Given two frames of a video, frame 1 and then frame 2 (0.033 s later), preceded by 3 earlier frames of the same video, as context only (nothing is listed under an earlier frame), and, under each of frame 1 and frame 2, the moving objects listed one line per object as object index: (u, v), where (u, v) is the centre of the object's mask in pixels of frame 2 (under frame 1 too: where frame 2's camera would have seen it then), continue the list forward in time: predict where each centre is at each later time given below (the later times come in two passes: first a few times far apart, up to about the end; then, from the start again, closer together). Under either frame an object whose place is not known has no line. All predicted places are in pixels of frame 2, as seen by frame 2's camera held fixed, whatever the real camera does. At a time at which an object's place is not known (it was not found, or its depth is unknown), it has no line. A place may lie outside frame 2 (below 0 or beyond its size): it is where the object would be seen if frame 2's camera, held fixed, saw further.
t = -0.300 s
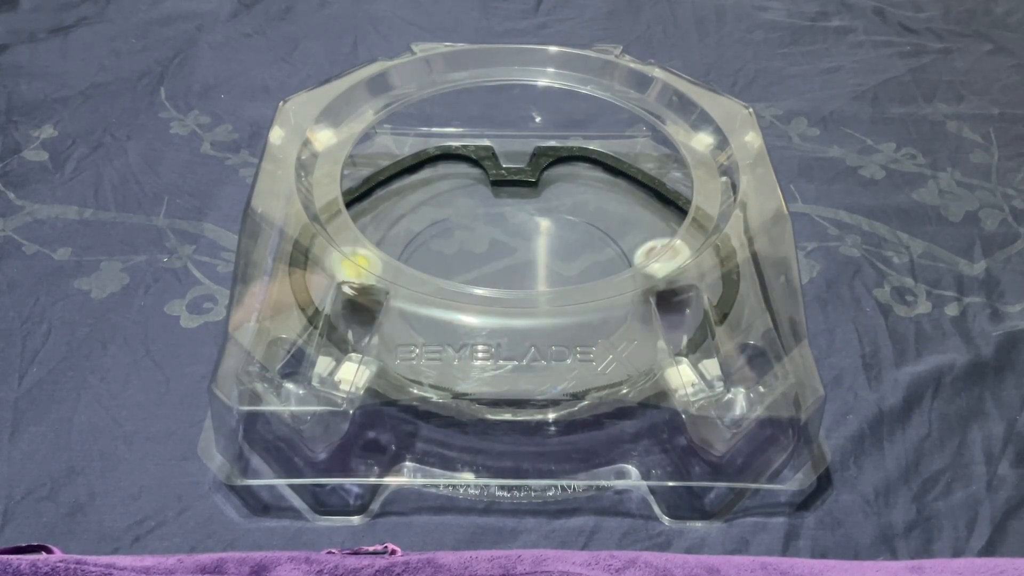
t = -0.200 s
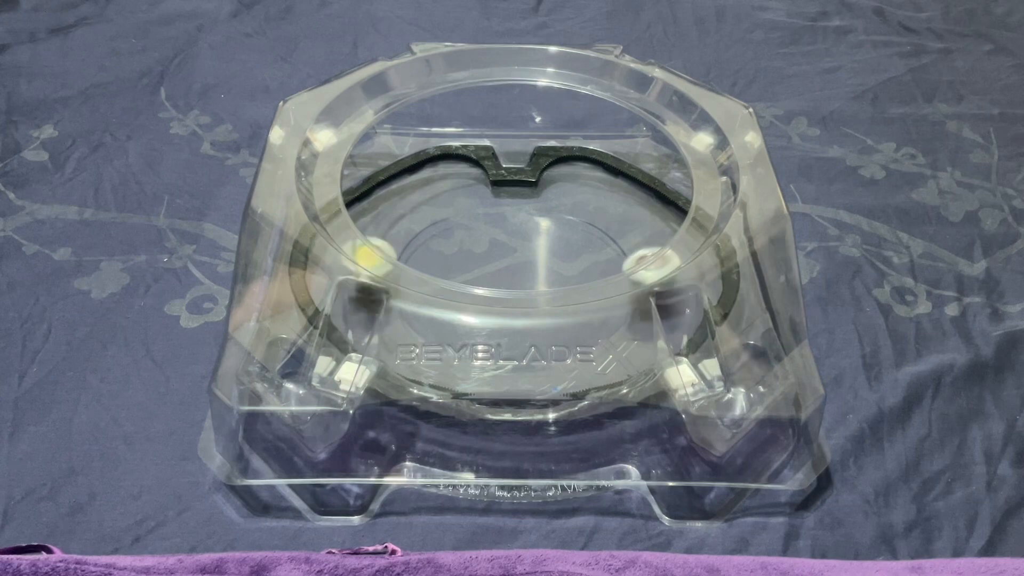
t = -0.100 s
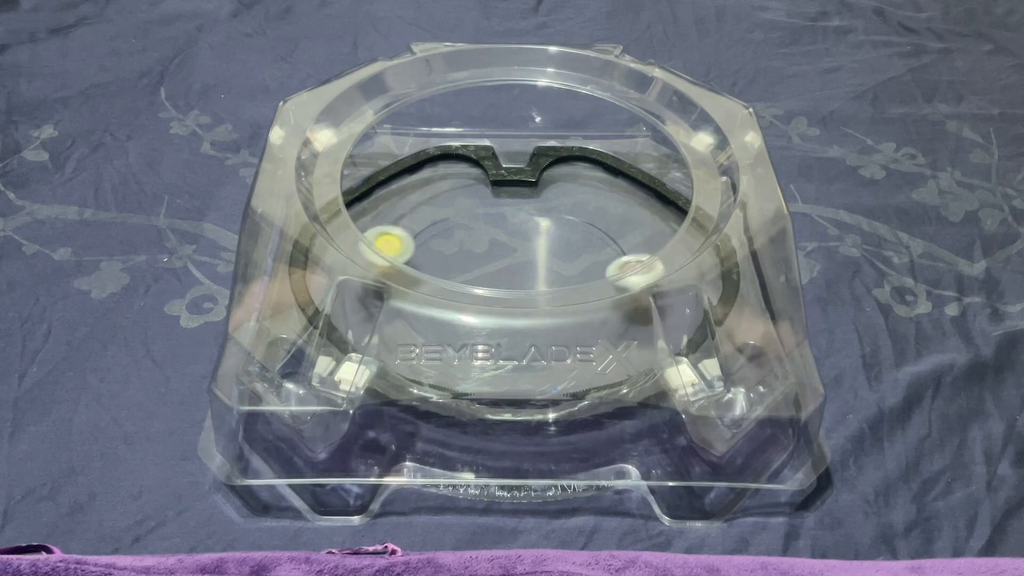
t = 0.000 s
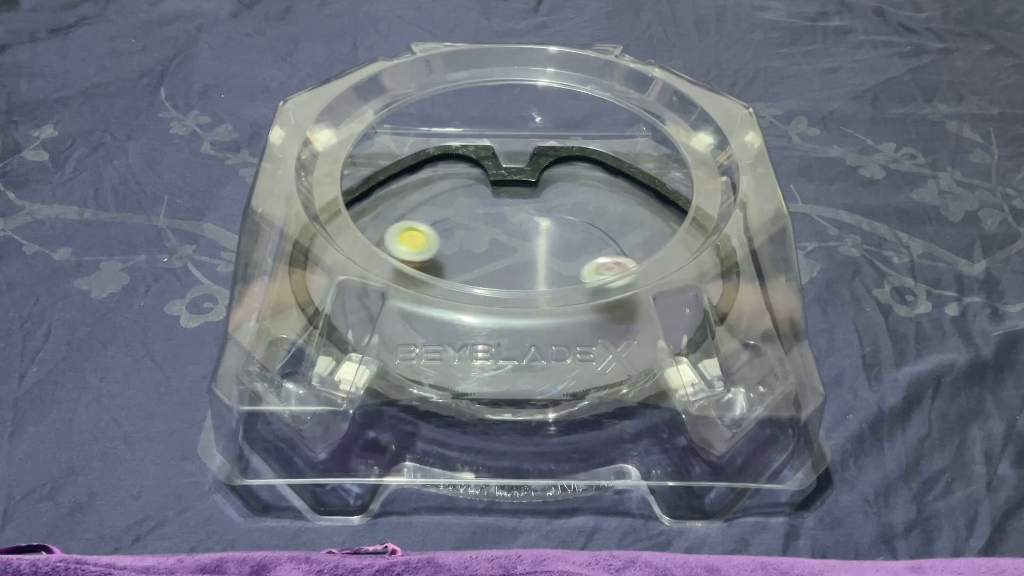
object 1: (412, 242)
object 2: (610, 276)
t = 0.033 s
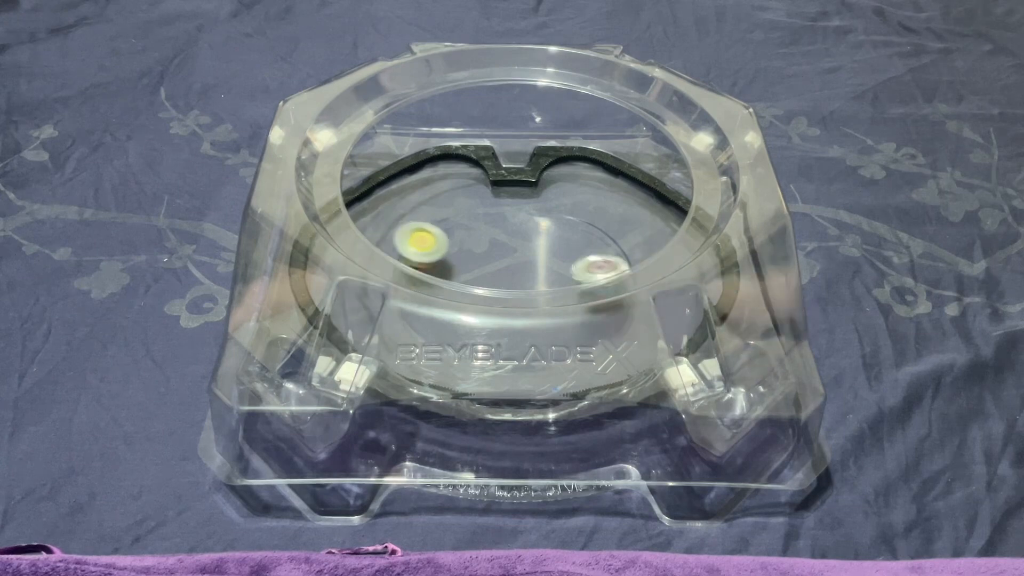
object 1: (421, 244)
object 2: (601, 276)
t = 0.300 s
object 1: (475, 224)
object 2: (559, 262)
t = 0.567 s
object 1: (478, 224)
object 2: (579, 261)
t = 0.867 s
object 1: (451, 242)
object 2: (634, 243)
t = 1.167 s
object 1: (474, 286)
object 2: (665, 255)
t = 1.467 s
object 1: (530, 286)
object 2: (663, 283)
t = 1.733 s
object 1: (527, 257)
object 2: (612, 283)
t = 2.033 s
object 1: (501, 240)
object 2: (560, 259)
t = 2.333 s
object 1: (489, 247)
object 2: (545, 219)
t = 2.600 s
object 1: (514, 258)
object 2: (542, 210)
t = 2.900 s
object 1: (529, 279)
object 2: (548, 200)
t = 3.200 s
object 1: (551, 309)
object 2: (532, 214)
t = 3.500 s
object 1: (529, 291)
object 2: (498, 244)
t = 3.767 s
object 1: (517, 288)
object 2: (459, 233)
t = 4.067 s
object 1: (507, 263)
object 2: (460, 227)
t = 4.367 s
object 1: (591, 307)
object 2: (462, 174)
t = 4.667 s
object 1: (605, 276)
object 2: (476, 203)
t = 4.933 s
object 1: (563, 271)
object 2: (465, 245)
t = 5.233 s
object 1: (511, 267)
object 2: (442, 260)
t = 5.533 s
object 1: (597, 260)
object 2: (382, 241)
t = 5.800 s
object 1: (685, 248)
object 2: (387, 226)
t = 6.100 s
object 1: (630, 227)
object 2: (436, 256)
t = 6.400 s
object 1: (533, 261)
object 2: (468, 282)
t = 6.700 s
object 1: (464, 252)
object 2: (459, 288)
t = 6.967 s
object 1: (441, 229)
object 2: (480, 284)
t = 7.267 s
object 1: (481, 222)
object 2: (514, 288)
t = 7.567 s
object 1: (538, 253)
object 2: (523, 295)
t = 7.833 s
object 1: (619, 249)
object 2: (443, 297)
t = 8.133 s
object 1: (560, 251)
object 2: (481, 279)
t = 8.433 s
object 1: (545, 203)
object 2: (502, 301)
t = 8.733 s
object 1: (536, 202)
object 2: (557, 280)
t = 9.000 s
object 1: (535, 232)
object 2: (534, 272)
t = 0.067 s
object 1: (431, 245)
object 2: (592, 273)
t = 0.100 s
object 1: (441, 248)
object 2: (580, 267)
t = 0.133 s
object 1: (451, 249)
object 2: (571, 268)
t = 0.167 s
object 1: (462, 250)
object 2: (563, 267)
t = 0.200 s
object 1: (473, 251)
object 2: (553, 267)
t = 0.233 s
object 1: (484, 251)
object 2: (545, 266)
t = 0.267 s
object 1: (484, 244)
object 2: (548, 262)
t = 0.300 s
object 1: (475, 224)
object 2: (559, 262)
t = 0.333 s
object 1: (466, 214)
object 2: (573, 273)
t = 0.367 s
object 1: (459, 215)
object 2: (580, 273)
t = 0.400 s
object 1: (457, 210)
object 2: (585, 274)
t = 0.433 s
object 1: (457, 210)
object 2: (586, 274)
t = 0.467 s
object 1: (460, 210)
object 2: (585, 274)
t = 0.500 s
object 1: (464, 214)
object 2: (583, 272)
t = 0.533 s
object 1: (470, 220)
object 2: (582, 269)
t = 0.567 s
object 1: (478, 224)
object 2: (579, 261)
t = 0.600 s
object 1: (485, 230)
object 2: (578, 257)
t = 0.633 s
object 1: (493, 235)
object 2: (576, 255)
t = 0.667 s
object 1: (501, 240)
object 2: (574, 251)
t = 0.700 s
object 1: (508, 245)
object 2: (572, 249)
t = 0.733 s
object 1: (510, 247)
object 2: (577, 248)
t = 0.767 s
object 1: (490, 243)
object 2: (599, 245)
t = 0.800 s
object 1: (473, 241)
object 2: (619, 244)
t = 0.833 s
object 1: (460, 241)
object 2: (632, 242)
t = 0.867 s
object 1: (451, 242)
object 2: (634, 243)
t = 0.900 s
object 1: (447, 244)
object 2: (637, 244)
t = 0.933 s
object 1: (445, 250)
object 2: (639, 244)
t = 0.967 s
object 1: (447, 255)
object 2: (642, 244)
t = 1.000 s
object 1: (451, 260)
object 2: (646, 245)
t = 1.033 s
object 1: (455, 265)
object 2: (651, 247)
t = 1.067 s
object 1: (459, 270)
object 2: (656, 249)
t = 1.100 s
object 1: (464, 273)
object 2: (659, 250)
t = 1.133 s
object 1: (468, 282)
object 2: (662, 252)
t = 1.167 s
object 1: (474, 286)
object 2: (665, 255)
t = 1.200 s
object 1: (480, 290)
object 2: (668, 260)
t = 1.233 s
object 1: (487, 290)
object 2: (671, 263)
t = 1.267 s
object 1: (494, 292)
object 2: (671, 266)
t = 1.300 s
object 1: (501, 292)
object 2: (671, 269)
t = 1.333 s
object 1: (508, 294)
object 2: (670, 271)
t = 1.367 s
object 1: (514, 294)
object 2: (669, 273)
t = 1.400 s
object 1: (521, 290)
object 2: (667, 275)
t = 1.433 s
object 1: (526, 289)
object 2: (664, 279)
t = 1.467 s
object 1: (530, 286)
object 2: (663, 283)
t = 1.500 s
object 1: (533, 280)
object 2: (659, 284)
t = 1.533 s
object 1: (535, 277)
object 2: (653, 285)
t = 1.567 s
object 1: (535, 272)
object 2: (647, 286)
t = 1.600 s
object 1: (534, 269)
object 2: (641, 287)
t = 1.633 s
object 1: (532, 266)
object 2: (635, 287)
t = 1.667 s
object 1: (531, 264)
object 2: (627, 284)
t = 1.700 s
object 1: (529, 261)
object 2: (618, 284)
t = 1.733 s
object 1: (527, 257)
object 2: (612, 283)
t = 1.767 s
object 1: (524, 253)
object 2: (605, 283)
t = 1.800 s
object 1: (521, 252)
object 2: (596, 279)
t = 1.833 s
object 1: (519, 249)
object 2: (590, 276)
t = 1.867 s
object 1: (517, 248)
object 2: (583, 276)
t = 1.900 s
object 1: (514, 245)
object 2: (577, 274)
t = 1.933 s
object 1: (512, 244)
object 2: (569, 266)
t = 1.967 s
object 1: (510, 244)
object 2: (563, 264)
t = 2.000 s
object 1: (507, 242)
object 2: (560, 261)
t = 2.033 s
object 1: (501, 240)
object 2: (560, 259)
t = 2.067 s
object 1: (496, 239)
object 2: (557, 250)
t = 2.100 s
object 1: (493, 239)
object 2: (555, 246)
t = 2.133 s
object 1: (491, 239)
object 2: (552, 241)
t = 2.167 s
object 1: (489, 239)
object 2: (550, 237)
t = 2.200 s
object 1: (488, 241)
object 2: (549, 233)
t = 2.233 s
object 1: (487, 242)
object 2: (548, 230)
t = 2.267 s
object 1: (487, 243)
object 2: (546, 227)
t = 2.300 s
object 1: (488, 245)
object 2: (545, 224)
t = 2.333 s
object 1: (489, 247)
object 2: (545, 219)
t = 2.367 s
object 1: (490, 249)
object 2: (544, 217)
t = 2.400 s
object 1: (493, 251)
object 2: (544, 214)
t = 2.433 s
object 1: (495, 252)
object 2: (543, 213)
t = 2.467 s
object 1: (499, 255)
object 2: (543, 211)
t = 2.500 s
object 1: (502, 256)
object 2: (542, 211)
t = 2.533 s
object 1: (506, 257)
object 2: (542, 209)
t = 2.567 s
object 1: (510, 258)
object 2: (542, 210)
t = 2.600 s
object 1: (514, 258)
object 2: (542, 210)
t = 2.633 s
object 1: (517, 259)
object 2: (542, 211)
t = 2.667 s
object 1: (521, 259)
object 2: (541, 212)
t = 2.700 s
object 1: (525, 259)
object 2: (541, 213)
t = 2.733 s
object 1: (528, 259)
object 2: (541, 214)
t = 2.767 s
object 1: (531, 259)
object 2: (541, 216)
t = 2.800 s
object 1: (534, 259)
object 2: (541, 218)
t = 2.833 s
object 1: (534, 264)
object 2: (542, 216)
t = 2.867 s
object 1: (530, 275)
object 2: (546, 206)
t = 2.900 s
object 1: (529, 279)
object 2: (548, 200)
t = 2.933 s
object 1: (528, 290)
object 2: (549, 198)
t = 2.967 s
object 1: (526, 296)
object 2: (549, 199)
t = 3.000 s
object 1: (527, 299)
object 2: (547, 200)
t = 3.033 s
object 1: (530, 300)
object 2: (545, 202)
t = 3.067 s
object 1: (535, 304)
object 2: (542, 204)
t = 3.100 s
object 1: (541, 306)
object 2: (540, 206)
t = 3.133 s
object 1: (545, 308)
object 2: (537, 208)
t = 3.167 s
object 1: (549, 308)
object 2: (535, 211)
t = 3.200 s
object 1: (551, 309)
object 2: (532, 214)
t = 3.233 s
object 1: (553, 309)
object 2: (529, 218)
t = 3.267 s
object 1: (553, 308)
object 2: (526, 222)
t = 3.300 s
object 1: (551, 307)
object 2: (522, 226)
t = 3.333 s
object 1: (549, 307)
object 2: (518, 229)
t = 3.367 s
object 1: (546, 303)
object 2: (515, 233)
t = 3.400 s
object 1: (543, 304)
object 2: (510, 235)
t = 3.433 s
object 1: (537, 292)
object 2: (506, 239)
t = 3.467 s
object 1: (533, 289)
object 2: (502, 241)
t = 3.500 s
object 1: (529, 291)
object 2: (498, 244)
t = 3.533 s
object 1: (525, 287)
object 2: (495, 247)
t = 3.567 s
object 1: (521, 285)
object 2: (491, 249)
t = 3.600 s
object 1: (519, 285)
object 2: (485, 248)
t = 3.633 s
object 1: (521, 287)
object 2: (477, 242)
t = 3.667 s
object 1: (521, 288)
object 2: (470, 238)
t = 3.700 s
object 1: (520, 288)
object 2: (466, 237)
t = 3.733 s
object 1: (519, 288)
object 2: (463, 235)
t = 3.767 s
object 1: (517, 288)
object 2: (459, 233)
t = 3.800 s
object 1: (516, 286)
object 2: (456, 233)
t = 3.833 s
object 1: (514, 284)
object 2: (455, 232)
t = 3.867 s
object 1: (513, 277)
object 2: (454, 231)
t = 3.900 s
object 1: (511, 273)
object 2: (454, 230)
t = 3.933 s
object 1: (510, 271)
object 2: (454, 229)
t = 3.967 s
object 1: (510, 269)
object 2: (455, 229)
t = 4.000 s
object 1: (509, 267)
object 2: (456, 228)
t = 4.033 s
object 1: (508, 265)
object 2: (458, 227)
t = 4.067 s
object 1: (507, 263)
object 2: (460, 227)
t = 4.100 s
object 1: (506, 259)
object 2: (463, 227)
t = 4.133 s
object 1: (506, 257)
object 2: (465, 227)
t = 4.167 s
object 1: (511, 258)
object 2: (464, 222)
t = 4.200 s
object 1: (526, 271)
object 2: (459, 204)
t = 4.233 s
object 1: (542, 286)
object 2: (454, 194)
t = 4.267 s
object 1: (558, 298)
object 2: (453, 186)
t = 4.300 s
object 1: (571, 304)
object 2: (454, 179)
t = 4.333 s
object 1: (581, 307)
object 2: (458, 175)
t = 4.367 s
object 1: (591, 307)
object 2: (462, 174)
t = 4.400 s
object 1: (600, 306)
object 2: (466, 175)
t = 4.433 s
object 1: (608, 304)
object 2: (469, 176)
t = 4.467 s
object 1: (615, 301)
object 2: (471, 178)
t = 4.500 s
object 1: (617, 296)
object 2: (473, 181)
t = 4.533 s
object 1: (614, 290)
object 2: (475, 185)
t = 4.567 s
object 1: (612, 287)
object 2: (476, 189)
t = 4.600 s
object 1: (609, 281)
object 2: (476, 193)
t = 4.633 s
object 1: (607, 278)
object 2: (476, 198)
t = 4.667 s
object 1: (605, 276)
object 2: (476, 203)
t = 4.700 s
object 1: (603, 274)
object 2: (475, 209)
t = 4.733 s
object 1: (596, 268)
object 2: (474, 214)
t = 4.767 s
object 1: (593, 270)
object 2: (473, 219)
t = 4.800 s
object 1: (588, 270)
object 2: (472, 225)
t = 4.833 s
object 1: (582, 271)
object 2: (471, 231)
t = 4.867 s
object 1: (575, 270)
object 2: (469, 236)
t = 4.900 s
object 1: (569, 270)
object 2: (467, 241)
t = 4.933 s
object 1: (563, 271)
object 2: (465, 245)
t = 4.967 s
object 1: (556, 271)
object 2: (462, 249)
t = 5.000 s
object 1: (549, 271)
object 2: (459, 250)
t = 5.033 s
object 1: (543, 271)
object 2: (457, 255)
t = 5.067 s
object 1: (536, 271)
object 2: (453, 257)
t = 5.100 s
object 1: (531, 271)
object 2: (451, 259)
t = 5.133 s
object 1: (524, 268)
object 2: (448, 259)
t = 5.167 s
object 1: (518, 268)
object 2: (446, 260)
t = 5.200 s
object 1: (514, 267)
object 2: (444, 260)
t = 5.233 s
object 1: (511, 267)
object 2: (442, 260)
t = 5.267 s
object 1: (507, 264)
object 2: (441, 261)
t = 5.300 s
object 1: (504, 262)
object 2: (440, 260)
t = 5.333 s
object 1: (501, 261)
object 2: (439, 260)
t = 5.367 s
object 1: (497, 261)
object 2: (439, 260)
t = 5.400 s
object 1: (493, 261)
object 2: (440, 260)
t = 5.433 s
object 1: (506, 258)
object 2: (428, 258)
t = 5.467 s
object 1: (539, 263)
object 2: (408, 248)
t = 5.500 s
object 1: (571, 262)
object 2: (394, 242)
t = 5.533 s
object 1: (597, 260)
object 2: (382, 241)
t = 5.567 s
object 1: (619, 258)
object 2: (375, 236)
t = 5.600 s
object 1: (637, 257)
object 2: (373, 232)
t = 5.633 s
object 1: (646, 255)
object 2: (375, 230)
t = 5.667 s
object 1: (652, 254)
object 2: (379, 227)
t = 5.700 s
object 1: (659, 251)
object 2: (381, 227)
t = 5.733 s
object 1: (666, 247)
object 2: (383, 227)
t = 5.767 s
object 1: (674, 246)
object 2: (384, 227)
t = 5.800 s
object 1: (685, 248)
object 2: (387, 226)
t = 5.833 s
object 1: (692, 244)
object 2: (390, 227)
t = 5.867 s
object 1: (703, 243)
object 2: (394, 229)
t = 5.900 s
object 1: (711, 243)
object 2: (397, 230)
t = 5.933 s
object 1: (701, 241)
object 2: (402, 233)
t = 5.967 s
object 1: (683, 238)
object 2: (408, 238)
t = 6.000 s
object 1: (669, 233)
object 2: (414, 243)
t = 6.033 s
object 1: (654, 229)
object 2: (421, 247)
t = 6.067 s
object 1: (642, 230)
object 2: (429, 252)
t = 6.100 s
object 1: (630, 227)
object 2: (436, 256)
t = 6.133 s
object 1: (620, 226)
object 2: (442, 260)
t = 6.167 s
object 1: (611, 229)
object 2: (447, 266)
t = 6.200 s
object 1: (600, 233)
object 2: (455, 267)
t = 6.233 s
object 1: (590, 237)
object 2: (457, 273)
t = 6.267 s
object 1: (579, 242)
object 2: (461, 276)
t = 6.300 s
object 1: (568, 250)
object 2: (464, 278)
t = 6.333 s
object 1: (557, 254)
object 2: (466, 280)
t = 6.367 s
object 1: (544, 257)
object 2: (468, 282)
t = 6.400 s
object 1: (533, 261)
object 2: (468, 282)
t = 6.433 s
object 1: (520, 265)
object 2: (468, 283)
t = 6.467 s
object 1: (511, 266)
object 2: (470, 287)
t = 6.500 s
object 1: (500, 264)
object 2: (468, 287)
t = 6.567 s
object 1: (483, 260)
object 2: (463, 288)
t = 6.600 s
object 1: (478, 259)
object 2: (460, 289)
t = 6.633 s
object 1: (474, 257)
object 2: (459, 289)
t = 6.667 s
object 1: (469, 255)
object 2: (459, 288)
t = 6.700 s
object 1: (464, 252)
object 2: (459, 288)
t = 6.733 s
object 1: (459, 249)
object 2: (460, 287)
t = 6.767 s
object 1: (453, 247)
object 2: (462, 286)
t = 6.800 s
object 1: (449, 244)
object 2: (464, 286)
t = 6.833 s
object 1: (445, 242)
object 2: (466, 284)
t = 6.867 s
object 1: (442, 237)
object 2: (469, 284)
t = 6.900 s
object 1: (440, 234)
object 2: (473, 284)
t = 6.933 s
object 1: (440, 231)
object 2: (477, 284)
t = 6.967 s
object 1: (441, 229)
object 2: (480, 284)
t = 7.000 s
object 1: (442, 225)
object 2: (484, 284)
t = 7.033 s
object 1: (445, 223)
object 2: (488, 284)
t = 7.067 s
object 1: (449, 221)
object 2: (492, 284)
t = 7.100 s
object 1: (453, 220)
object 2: (496, 285)
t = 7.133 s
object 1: (457, 220)
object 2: (500, 285)
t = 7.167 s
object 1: (463, 219)
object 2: (503, 286)
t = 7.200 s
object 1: (468, 220)
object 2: (507, 288)
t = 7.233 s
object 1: (474, 220)
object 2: (510, 288)
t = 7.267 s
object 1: (481, 222)
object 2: (514, 288)
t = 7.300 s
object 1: (488, 224)
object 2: (517, 289)
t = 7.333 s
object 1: (494, 226)
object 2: (519, 290)
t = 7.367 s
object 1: (500, 228)
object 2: (521, 291)
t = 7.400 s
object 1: (508, 232)
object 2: (522, 293)
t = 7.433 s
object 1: (514, 236)
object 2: (523, 293)
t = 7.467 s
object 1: (522, 240)
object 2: (524, 293)
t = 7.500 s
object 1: (528, 244)
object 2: (524, 294)
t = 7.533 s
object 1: (534, 248)
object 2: (523, 295)
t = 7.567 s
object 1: (538, 253)
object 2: (523, 295)
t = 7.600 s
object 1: (543, 258)
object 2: (522, 295)
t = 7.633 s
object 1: (548, 262)
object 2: (521, 295)
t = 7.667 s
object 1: (551, 267)
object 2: (519, 295)
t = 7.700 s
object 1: (565, 268)
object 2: (511, 293)
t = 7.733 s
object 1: (582, 261)
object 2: (490, 295)
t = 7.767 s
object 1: (599, 257)
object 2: (470, 298)
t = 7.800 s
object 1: (611, 253)
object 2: (454, 297)
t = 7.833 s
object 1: (619, 249)
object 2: (443, 297)
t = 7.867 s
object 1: (622, 246)
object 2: (438, 303)
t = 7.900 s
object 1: (621, 246)
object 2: (438, 300)
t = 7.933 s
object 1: (615, 247)
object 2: (439, 298)
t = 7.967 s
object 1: (608, 250)
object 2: (443, 294)
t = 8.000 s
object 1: (598, 251)
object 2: (449, 285)
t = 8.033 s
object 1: (589, 251)
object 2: (457, 281)
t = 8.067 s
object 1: (580, 252)
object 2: (465, 282)
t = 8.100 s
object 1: (570, 252)
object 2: (473, 281)
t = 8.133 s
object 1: (560, 251)
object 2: (481, 279)
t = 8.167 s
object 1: (549, 251)
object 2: (489, 278)
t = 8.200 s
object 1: (540, 249)
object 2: (497, 277)
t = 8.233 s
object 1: (533, 244)
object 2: (505, 277)
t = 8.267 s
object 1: (534, 235)
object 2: (504, 278)
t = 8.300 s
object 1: (539, 226)
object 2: (500, 281)
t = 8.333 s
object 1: (543, 218)
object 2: (497, 289)
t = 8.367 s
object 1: (545, 211)
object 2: (496, 296)
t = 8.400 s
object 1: (545, 206)
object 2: (498, 299)
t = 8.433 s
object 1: (545, 203)
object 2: (502, 301)
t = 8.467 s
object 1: (544, 201)
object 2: (508, 301)
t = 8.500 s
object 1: (543, 200)
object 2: (515, 300)
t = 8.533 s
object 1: (541, 199)
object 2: (523, 299)
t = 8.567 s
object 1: (540, 199)
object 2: (530, 297)
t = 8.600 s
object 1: (538, 199)
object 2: (537, 293)
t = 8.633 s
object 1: (537, 200)
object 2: (544, 291)
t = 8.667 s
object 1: (536, 201)
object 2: (550, 285)
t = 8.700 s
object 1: (536, 201)
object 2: (554, 284)
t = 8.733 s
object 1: (536, 202)
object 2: (557, 280)
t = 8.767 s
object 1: (536, 202)
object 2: (558, 280)
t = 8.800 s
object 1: (536, 204)
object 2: (558, 280)
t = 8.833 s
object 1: (536, 206)
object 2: (556, 272)
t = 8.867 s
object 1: (536, 209)
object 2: (553, 273)
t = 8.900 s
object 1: (537, 215)
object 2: (550, 274)
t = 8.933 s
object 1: (537, 220)
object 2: (545, 275)
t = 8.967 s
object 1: (536, 226)
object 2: (540, 273)
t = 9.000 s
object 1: (535, 232)
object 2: (534, 272)
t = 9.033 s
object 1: (536, 235)
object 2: (524, 272)
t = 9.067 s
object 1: (536, 238)
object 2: (510, 274)
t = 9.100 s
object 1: (534, 243)
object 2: (499, 274)
